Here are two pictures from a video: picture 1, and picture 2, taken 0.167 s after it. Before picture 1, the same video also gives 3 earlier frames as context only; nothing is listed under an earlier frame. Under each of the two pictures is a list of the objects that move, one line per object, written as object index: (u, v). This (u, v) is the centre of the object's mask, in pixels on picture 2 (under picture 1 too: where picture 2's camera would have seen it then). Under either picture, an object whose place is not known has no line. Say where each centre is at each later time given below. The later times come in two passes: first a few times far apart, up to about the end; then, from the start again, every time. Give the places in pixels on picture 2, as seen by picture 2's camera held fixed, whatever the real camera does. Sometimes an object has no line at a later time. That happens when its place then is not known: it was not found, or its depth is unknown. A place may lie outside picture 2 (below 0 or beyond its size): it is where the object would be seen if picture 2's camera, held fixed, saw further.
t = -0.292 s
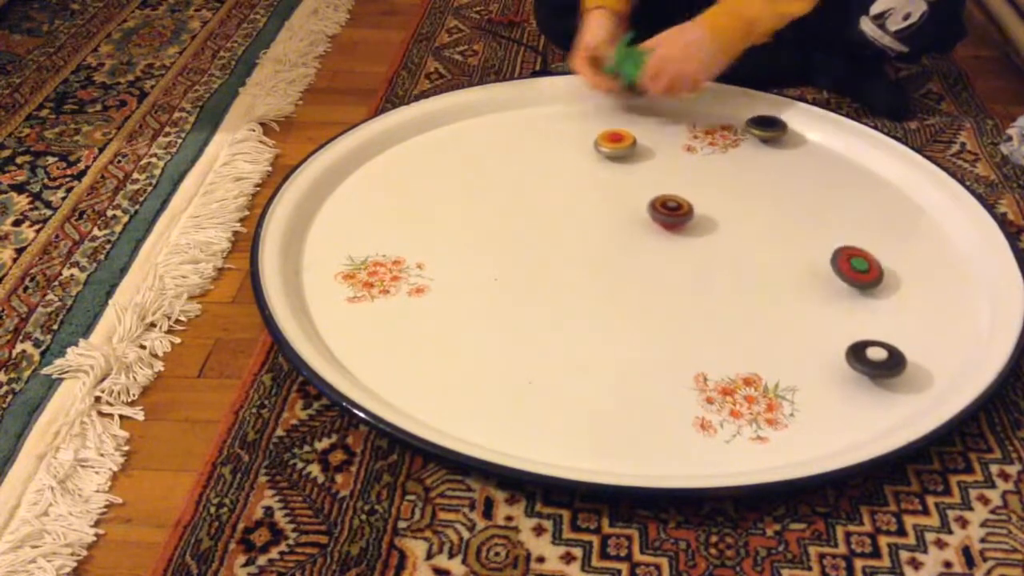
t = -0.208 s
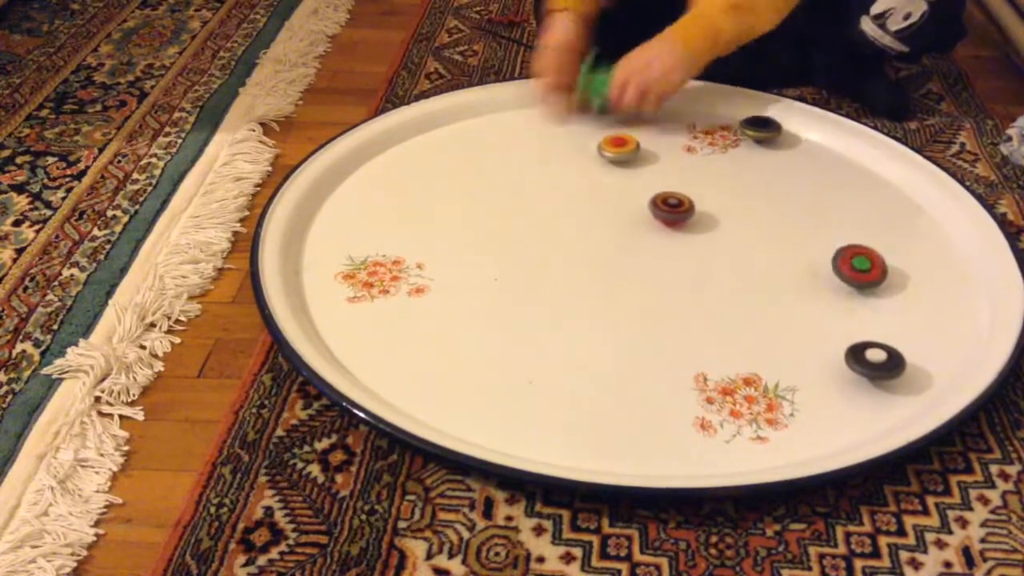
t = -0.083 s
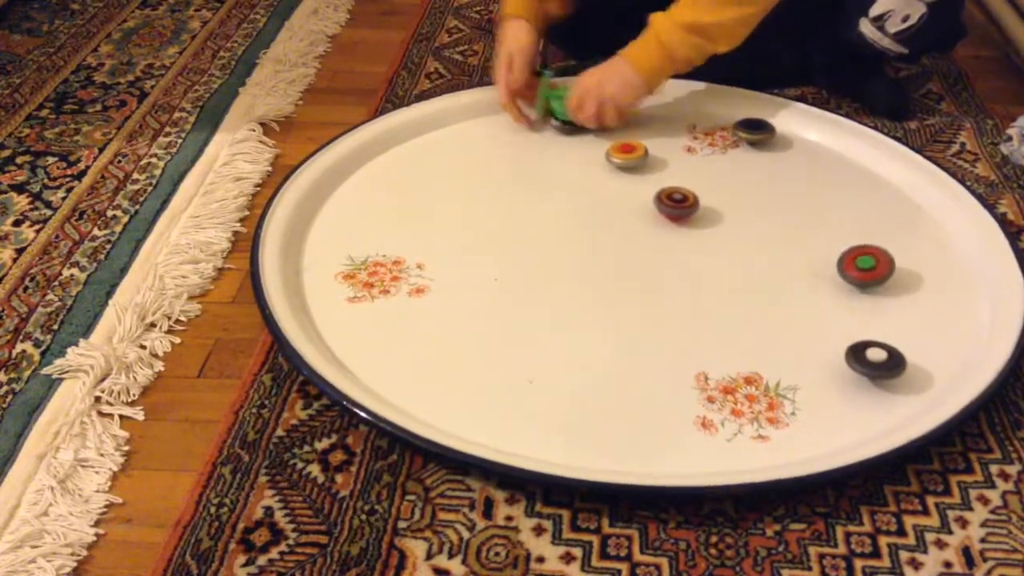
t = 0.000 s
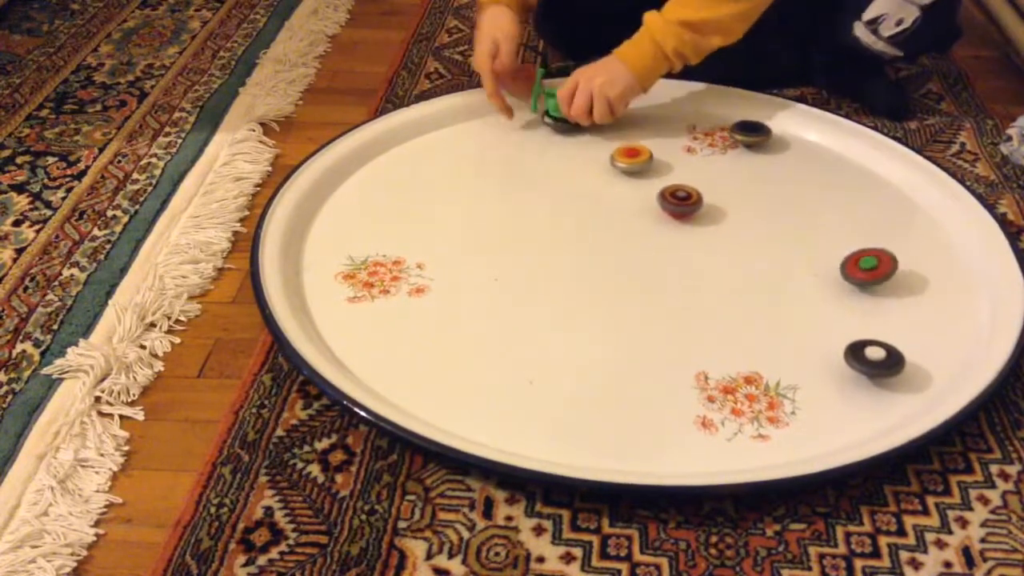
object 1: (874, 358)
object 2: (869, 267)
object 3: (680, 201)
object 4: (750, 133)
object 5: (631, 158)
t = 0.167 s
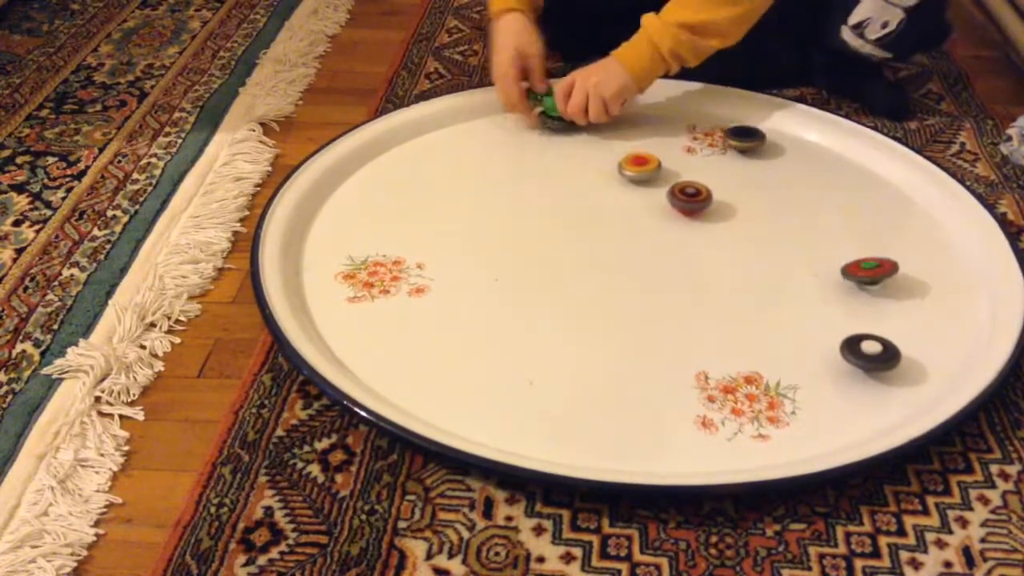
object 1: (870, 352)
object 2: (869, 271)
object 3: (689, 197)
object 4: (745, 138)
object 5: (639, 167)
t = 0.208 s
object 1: (869, 351)
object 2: (868, 272)
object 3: (692, 197)
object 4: (743, 139)
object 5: (641, 169)
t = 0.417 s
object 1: (859, 341)
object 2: (859, 271)
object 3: (709, 195)
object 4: (737, 148)
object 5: (653, 182)
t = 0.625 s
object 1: (849, 327)
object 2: (859, 264)
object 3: (766, 201)
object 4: (732, 160)
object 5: (654, 228)
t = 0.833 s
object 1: (839, 310)
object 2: (867, 264)
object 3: (817, 211)
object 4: (730, 174)
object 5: (646, 275)
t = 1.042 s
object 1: (829, 291)
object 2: (871, 267)
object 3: (864, 227)
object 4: (729, 187)
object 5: (643, 293)
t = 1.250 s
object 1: (813, 275)
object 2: (872, 266)
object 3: (901, 245)
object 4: (728, 203)
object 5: (637, 299)
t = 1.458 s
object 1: (754, 258)
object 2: (877, 276)
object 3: (943, 260)
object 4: (726, 218)
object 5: (632, 302)
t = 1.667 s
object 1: (734, 274)
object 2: (875, 279)
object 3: (970, 281)
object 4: (709, 207)
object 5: (626, 300)
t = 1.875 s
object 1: (711, 277)
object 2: (868, 276)
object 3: (964, 297)
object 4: (697, 196)
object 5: (619, 299)
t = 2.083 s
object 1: (688, 275)
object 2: (869, 271)
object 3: (942, 310)
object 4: (688, 186)
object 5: (606, 297)
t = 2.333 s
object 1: (662, 268)
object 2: (878, 272)
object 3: (898, 315)
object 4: (682, 178)
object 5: (593, 293)
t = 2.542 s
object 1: (644, 260)
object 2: (879, 275)
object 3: (855, 311)
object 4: (677, 174)
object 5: (583, 288)
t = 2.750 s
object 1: (631, 250)
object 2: (871, 275)
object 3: (814, 298)
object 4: (677, 173)
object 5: (575, 283)
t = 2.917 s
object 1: (624, 242)
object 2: (868, 271)
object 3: (785, 283)
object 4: (678, 173)
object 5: (573, 277)
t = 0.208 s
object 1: (869, 351)
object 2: (868, 272)
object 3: (692, 197)
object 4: (743, 139)
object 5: (641, 169)
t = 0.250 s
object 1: (867, 350)
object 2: (866, 272)
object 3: (696, 196)
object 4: (742, 140)
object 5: (643, 171)
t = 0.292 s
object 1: (865, 348)
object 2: (865, 272)
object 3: (699, 196)
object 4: (740, 142)
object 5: (646, 173)
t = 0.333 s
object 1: (863, 345)
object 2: (862, 272)
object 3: (702, 195)
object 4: (738, 144)
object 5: (648, 176)
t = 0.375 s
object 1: (861, 343)
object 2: (861, 271)
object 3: (705, 195)
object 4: (738, 146)
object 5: (651, 179)
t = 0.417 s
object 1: (859, 341)
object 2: (859, 271)
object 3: (709, 195)
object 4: (737, 148)
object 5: (653, 182)
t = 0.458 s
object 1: (857, 338)
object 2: (858, 269)
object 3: (712, 195)
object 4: (736, 150)
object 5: (653, 184)
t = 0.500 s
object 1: (855, 335)
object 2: (858, 268)
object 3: (716, 195)
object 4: (735, 153)
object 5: (659, 189)
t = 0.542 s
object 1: (853, 332)
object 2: (857, 267)
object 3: (732, 198)
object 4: (734, 155)
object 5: (665, 203)
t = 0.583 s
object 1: (851, 329)
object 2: (858, 265)
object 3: (750, 199)
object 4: (733, 158)
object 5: (659, 215)
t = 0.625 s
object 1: (849, 327)
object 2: (859, 264)
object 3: (766, 201)
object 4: (732, 160)
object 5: (654, 228)
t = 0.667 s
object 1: (847, 324)
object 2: (860, 264)
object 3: (776, 203)
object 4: (731, 163)
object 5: (650, 240)
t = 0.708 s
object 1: (845, 320)
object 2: (861, 263)
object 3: (786, 205)
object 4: (731, 165)
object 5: (648, 252)
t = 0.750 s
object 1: (843, 317)
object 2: (863, 263)
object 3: (796, 207)
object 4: (730, 168)
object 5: (647, 260)
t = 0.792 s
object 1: (841, 313)
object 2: (865, 263)
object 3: (807, 209)
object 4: (730, 171)
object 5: (646, 269)
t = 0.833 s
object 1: (839, 310)
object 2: (867, 264)
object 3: (817, 211)
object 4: (730, 174)
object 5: (646, 275)
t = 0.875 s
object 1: (837, 306)
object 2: (868, 264)
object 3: (826, 214)
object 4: (730, 177)
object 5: (646, 281)
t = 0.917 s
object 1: (834, 302)
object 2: (870, 264)
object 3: (836, 217)
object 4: (730, 179)
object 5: (645, 285)
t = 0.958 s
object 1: (833, 299)
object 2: (870, 265)
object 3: (846, 220)
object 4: (729, 182)
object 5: (644, 288)
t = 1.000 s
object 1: (831, 295)
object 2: (871, 266)
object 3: (855, 223)
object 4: (729, 184)
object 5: (643, 290)
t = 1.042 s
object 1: (829, 291)
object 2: (871, 267)
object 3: (864, 227)
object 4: (729, 187)
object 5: (643, 293)
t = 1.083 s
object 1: (828, 288)
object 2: (870, 268)
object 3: (872, 230)
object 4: (728, 190)
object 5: (641, 295)
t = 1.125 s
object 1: (825, 285)
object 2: (870, 268)
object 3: (880, 234)
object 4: (729, 194)
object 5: (640, 296)
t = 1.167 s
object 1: (820, 282)
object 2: (873, 267)
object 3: (887, 238)
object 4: (728, 197)
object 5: (639, 297)
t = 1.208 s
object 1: (816, 278)
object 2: (874, 267)
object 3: (894, 241)
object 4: (728, 200)
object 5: (638, 298)
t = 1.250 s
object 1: (813, 275)
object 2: (872, 266)
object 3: (901, 245)
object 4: (728, 203)
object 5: (637, 299)
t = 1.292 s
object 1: (803, 271)
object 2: (867, 269)
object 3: (912, 248)
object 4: (728, 206)
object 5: (636, 300)
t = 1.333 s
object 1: (783, 267)
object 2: (874, 272)
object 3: (923, 250)
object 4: (727, 209)
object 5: (635, 300)
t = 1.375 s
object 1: (769, 264)
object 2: (877, 274)
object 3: (931, 253)
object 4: (727, 212)
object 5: (634, 301)
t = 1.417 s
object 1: (761, 261)
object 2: (877, 275)
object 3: (937, 256)
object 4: (726, 215)
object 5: (633, 301)
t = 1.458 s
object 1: (754, 258)
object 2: (877, 276)
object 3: (943, 260)
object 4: (726, 218)
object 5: (632, 302)
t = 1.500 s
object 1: (747, 255)
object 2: (879, 276)
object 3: (949, 263)
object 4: (725, 222)
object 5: (631, 302)
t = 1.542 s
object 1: (742, 254)
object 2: (879, 277)
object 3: (956, 268)
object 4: (724, 224)
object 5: (630, 301)
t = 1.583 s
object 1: (740, 263)
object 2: (877, 279)
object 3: (963, 274)
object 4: (718, 217)
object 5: (628, 301)
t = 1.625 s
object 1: (738, 270)
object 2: (876, 279)
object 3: (967, 278)
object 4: (713, 211)
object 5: (627, 300)
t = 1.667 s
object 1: (734, 274)
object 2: (875, 279)
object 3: (970, 281)
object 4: (709, 207)
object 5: (626, 300)
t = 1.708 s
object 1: (729, 275)
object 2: (873, 279)
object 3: (969, 285)
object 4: (706, 205)
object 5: (624, 299)
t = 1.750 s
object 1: (725, 276)
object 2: (871, 279)
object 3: (969, 288)
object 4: (704, 202)
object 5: (623, 299)
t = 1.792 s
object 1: (720, 276)
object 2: (869, 278)
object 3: (968, 291)
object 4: (701, 200)
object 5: (622, 299)
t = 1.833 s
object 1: (716, 277)
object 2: (868, 277)
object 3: (966, 294)
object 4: (699, 198)
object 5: (621, 299)
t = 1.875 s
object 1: (711, 277)
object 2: (868, 276)
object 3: (964, 297)
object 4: (697, 196)
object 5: (619, 299)
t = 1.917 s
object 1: (706, 277)
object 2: (867, 275)
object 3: (961, 300)
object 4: (694, 194)
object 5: (617, 298)
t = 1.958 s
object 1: (702, 277)
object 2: (867, 274)
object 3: (956, 303)
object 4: (693, 192)
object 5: (614, 298)
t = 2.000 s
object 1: (697, 276)
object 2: (867, 273)
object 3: (952, 305)
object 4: (691, 190)
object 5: (612, 297)
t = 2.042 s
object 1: (692, 276)
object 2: (868, 272)
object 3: (947, 307)
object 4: (689, 188)
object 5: (609, 297)
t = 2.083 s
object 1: (688, 275)
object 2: (869, 271)
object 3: (942, 310)
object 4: (688, 186)
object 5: (606, 297)
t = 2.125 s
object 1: (683, 274)
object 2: (870, 271)
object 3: (935, 311)
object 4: (687, 185)
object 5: (604, 297)
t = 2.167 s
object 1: (679, 273)
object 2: (871, 271)
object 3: (929, 313)
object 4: (686, 183)
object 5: (602, 296)
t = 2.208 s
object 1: (674, 272)
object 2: (873, 271)
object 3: (922, 314)
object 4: (684, 181)
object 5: (600, 295)
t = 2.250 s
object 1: (670, 271)
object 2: (874, 271)
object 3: (914, 315)
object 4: (683, 181)
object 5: (598, 295)
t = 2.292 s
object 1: (666, 270)
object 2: (876, 271)
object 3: (906, 315)
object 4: (682, 179)
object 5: (595, 294)
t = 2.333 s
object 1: (662, 268)
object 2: (878, 272)
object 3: (898, 315)
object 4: (682, 178)
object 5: (593, 293)
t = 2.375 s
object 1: (658, 267)
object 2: (879, 272)
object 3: (890, 315)
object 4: (681, 177)
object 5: (591, 292)
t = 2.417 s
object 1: (654, 265)
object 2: (880, 273)
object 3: (881, 314)
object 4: (680, 176)
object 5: (589, 291)
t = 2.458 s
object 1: (650, 264)
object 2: (880, 274)
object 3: (873, 314)
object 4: (679, 175)
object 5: (587, 291)
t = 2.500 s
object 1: (647, 262)
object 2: (879, 274)
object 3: (864, 312)
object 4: (678, 174)
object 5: (585, 289)
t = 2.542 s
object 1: (644, 260)
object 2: (879, 275)
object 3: (855, 311)
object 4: (677, 174)
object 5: (583, 288)
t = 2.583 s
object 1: (640, 258)
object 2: (877, 276)
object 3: (846, 309)
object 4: (677, 173)
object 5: (581, 288)
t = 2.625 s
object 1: (638, 256)
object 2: (875, 276)
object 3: (838, 307)
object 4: (677, 173)
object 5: (579, 287)
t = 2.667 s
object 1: (636, 254)
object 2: (874, 276)
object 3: (830, 304)
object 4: (677, 173)
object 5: (578, 285)
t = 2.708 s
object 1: (633, 252)
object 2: (872, 275)
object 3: (822, 301)
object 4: (677, 173)
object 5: (577, 284)
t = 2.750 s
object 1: (631, 250)
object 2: (871, 275)
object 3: (814, 298)
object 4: (677, 173)
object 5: (575, 283)
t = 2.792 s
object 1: (629, 248)
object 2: (869, 273)
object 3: (806, 294)
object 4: (677, 173)
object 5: (574, 281)
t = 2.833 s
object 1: (627, 246)
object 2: (868, 273)
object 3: (798, 291)
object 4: (677, 173)
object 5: (574, 280)
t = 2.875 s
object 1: (626, 244)
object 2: (868, 272)
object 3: (791, 287)
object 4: (678, 173)
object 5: (573, 278)
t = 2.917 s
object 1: (624, 242)
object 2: (868, 271)
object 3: (785, 283)
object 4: (678, 173)
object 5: (573, 277)
